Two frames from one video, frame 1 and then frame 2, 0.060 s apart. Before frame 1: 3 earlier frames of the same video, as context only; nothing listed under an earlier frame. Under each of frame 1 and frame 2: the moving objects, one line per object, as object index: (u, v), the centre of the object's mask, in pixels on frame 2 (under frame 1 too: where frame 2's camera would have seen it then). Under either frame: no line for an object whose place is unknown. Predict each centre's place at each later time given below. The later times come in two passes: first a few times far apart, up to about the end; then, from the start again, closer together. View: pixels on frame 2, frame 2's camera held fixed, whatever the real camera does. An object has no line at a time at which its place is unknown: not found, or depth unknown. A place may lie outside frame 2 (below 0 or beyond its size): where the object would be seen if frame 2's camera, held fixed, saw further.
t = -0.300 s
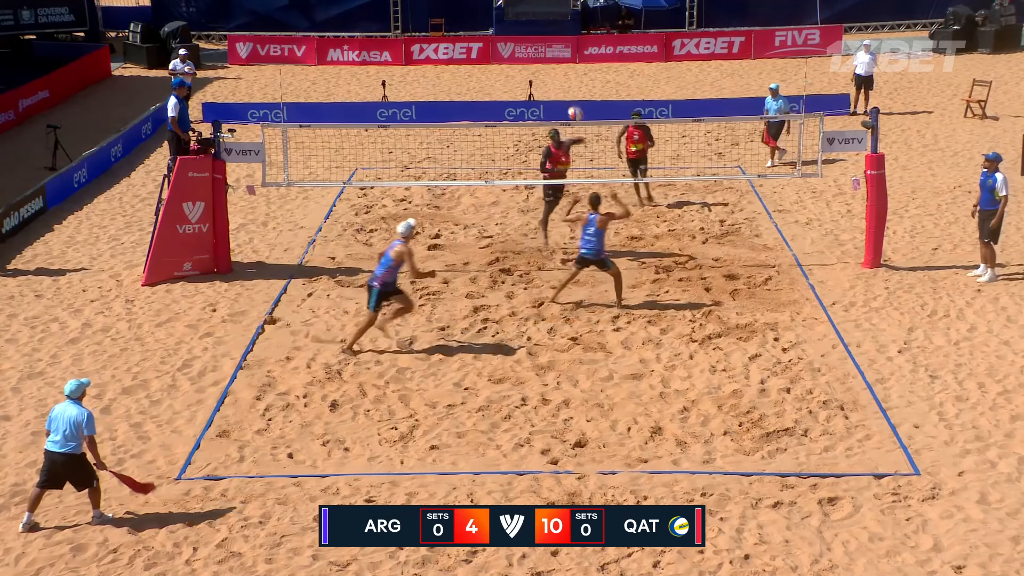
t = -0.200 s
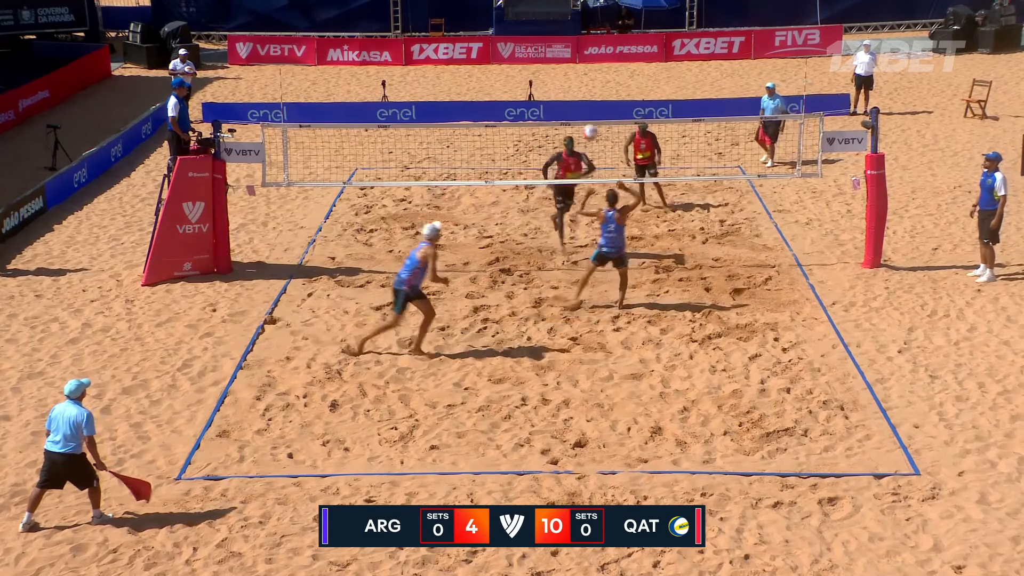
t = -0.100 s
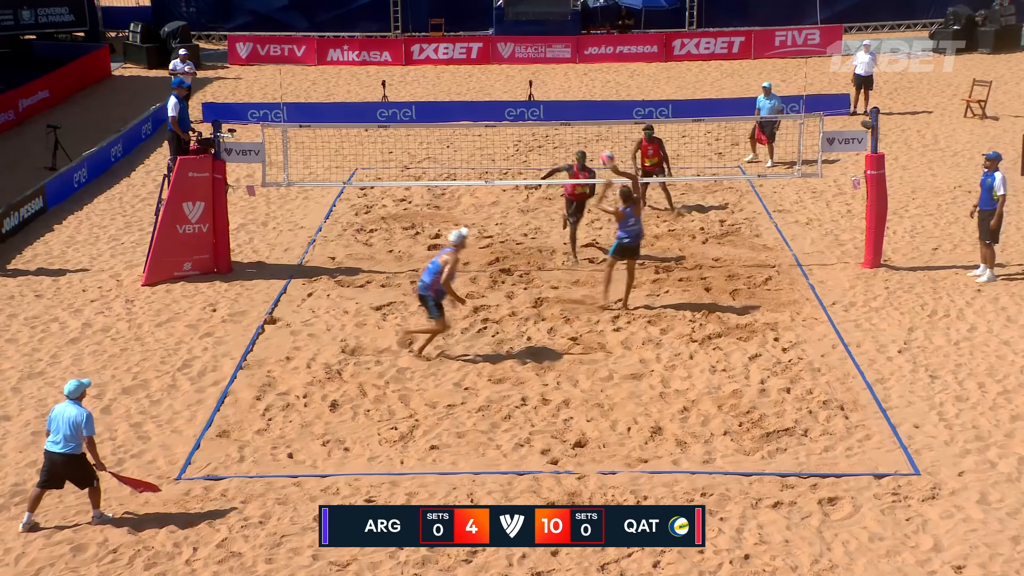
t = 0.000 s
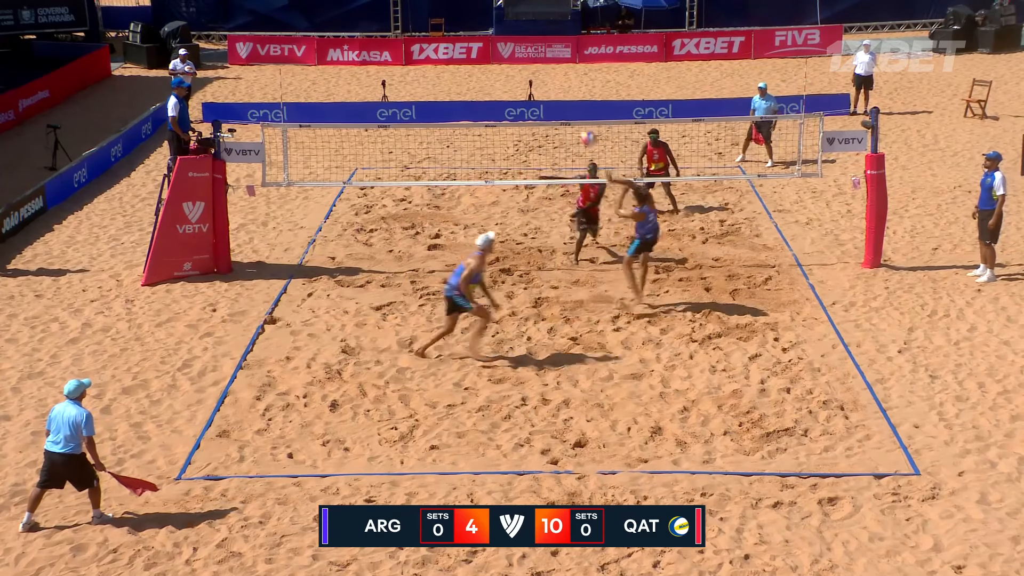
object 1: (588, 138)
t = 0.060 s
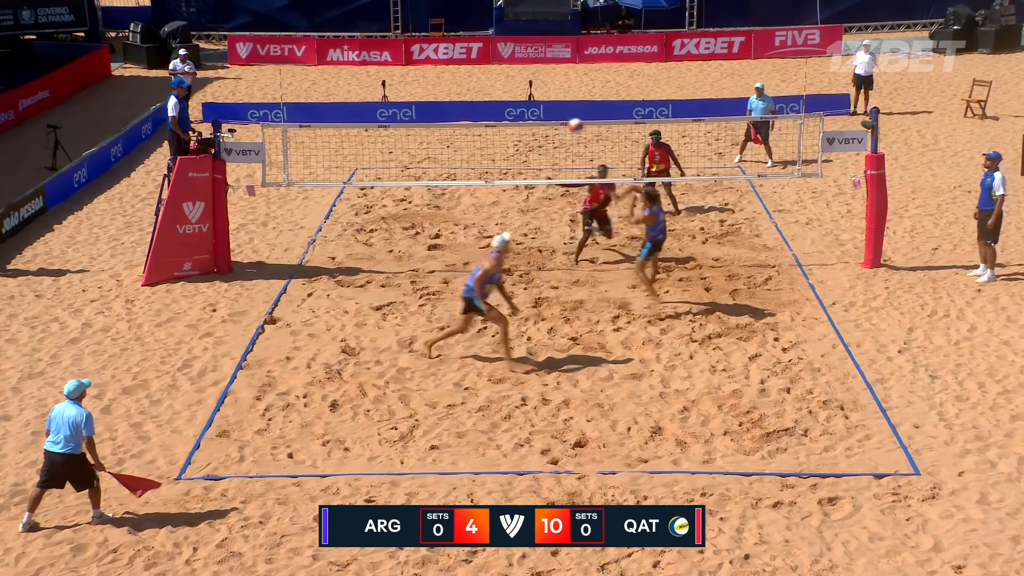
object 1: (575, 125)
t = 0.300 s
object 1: (522, 99)
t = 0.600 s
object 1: (455, 124)
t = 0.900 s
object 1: (393, 218)
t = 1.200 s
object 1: (336, 378)
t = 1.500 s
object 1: (303, 354)
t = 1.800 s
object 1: (273, 393)
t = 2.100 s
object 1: (250, 426)
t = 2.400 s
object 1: (230, 433)
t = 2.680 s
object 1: (215, 443)
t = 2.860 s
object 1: (207, 448)
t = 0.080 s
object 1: (570, 121)
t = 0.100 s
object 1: (567, 118)
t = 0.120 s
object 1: (562, 115)
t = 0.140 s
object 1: (558, 112)
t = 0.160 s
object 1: (554, 111)
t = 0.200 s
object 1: (545, 105)
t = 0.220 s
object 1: (540, 104)
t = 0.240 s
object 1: (536, 102)
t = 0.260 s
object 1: (532, 101)
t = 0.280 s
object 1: (527, 100)
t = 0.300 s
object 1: (522, 99)
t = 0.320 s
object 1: (518, 99)
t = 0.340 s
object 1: (513, 99)
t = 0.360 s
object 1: (509, 99)
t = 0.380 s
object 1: (504, 100)
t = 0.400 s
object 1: (500, 101)
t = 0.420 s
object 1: (495, 101)
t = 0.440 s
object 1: (491, 103)
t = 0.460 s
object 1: (486, 105)
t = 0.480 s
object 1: (481, 107)
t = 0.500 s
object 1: (477, 109)
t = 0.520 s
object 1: (472, 111)
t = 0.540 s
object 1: (468, 113)
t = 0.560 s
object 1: (464, 116)
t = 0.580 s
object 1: (460, 120)
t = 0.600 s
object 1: (455, 124)
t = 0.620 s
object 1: (450, 128)
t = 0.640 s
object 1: (446, 133)
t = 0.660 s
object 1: (441, 137)
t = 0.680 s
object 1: (437, 142)
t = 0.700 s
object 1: (434, 147)
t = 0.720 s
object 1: (428, 154)
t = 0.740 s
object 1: (424, 160)
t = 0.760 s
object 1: (421, 165)
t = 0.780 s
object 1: (417, 172)
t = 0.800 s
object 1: (413, 179)
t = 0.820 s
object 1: (409, 188)
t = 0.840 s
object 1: (405, 195)
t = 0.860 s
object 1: (402, 202)
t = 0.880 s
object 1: (397, 210)
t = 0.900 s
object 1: (393, 218)
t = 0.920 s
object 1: (389, 227)
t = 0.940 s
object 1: (385, 238)
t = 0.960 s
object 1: (382, 246)
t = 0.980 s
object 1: (377, 256)
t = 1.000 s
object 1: (374, 265)
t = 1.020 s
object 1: (369, 276)
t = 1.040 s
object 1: (367, 285)
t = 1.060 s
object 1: (362, 296)
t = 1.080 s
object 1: (359, 307)
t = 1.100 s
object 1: (355, 320)
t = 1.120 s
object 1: (350, 332)
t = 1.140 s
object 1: (347, 343)
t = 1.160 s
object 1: (343, 355)
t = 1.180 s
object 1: (340, 367)
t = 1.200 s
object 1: (336, 378)
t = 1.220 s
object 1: (334, 378)
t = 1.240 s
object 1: (332, 374)
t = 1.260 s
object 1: (330, 371)
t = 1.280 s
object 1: (328, 369)
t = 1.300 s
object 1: (325, 366)
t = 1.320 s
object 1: (323, 362)
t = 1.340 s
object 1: (320, 361)
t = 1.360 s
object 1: (318, 359)
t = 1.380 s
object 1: (315, 357)
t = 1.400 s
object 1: (314, 355)
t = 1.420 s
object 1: (311, 355)
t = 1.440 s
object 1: (310, 354)
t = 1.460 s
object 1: (307, 354)
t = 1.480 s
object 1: (305, 354)
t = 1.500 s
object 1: (303, 354)
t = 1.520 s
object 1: (301, 354)
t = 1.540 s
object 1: (299, 355)
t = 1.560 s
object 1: (297, 356)
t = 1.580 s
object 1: (295, 357)
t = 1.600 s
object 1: (293, 359)
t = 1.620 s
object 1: (291, 361)
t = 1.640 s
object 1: (288, 364)
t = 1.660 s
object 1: (286, 366)
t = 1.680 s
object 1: (285, 368)
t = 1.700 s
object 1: (282, 372)
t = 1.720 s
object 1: (281, 375)
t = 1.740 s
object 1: (279, 380)
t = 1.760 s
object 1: (277, 384)
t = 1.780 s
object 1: (275, 388)
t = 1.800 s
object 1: (273, 393)
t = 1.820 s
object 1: (271, 399)
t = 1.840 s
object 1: (269, 405)
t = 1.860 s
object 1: (267, 411)
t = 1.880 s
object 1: (265, 415)
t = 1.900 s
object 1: (264, 415)
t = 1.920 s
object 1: (263, 415)
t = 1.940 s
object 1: (262, 415)
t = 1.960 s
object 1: (260, 416)
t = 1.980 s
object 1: (259, 417)
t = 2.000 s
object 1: (257, 418)
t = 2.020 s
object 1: (256, 419)
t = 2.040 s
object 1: (254, 422)
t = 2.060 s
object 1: (253, 425)
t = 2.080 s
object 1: (252, 425)
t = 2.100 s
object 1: (250, 426)
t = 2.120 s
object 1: (249, 427)
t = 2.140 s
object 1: (247, 427)
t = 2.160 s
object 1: (246, 429)
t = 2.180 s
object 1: (244, 430)
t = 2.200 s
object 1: (242, 431)
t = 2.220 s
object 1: (241, 431)
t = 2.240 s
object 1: (240, 431)
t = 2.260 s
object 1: (239, 431)
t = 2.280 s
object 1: (237, 431)
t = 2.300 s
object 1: (236, 431)
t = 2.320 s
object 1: (235, 431)
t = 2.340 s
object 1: (234, 431)
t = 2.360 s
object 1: (232, 432)
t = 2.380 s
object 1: (232, 432)
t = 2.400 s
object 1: (230, 433)
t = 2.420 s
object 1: (229, 434)
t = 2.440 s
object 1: (228, 435)
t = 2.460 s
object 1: (227, 436)
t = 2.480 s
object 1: (226, 437)
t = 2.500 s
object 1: (225, 438)
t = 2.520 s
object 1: (224, 438)
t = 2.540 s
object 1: (223, 440)
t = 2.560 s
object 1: (221, 441)
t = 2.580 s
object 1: (220, 442)
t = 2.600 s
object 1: (219, 442)
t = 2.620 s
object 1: (218, 443)
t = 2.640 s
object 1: (217, 443)
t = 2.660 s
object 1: (216, 443)
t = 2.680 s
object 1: (215, 443)
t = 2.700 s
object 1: (214, 444)
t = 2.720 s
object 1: (213, 445)
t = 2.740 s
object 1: (212, 445)
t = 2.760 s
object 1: (211, 446)
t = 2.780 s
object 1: (211, 446)
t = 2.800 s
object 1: (210, 447)
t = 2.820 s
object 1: (209, 447)
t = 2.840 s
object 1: (208, 447)
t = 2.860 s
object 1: (207, 448)
